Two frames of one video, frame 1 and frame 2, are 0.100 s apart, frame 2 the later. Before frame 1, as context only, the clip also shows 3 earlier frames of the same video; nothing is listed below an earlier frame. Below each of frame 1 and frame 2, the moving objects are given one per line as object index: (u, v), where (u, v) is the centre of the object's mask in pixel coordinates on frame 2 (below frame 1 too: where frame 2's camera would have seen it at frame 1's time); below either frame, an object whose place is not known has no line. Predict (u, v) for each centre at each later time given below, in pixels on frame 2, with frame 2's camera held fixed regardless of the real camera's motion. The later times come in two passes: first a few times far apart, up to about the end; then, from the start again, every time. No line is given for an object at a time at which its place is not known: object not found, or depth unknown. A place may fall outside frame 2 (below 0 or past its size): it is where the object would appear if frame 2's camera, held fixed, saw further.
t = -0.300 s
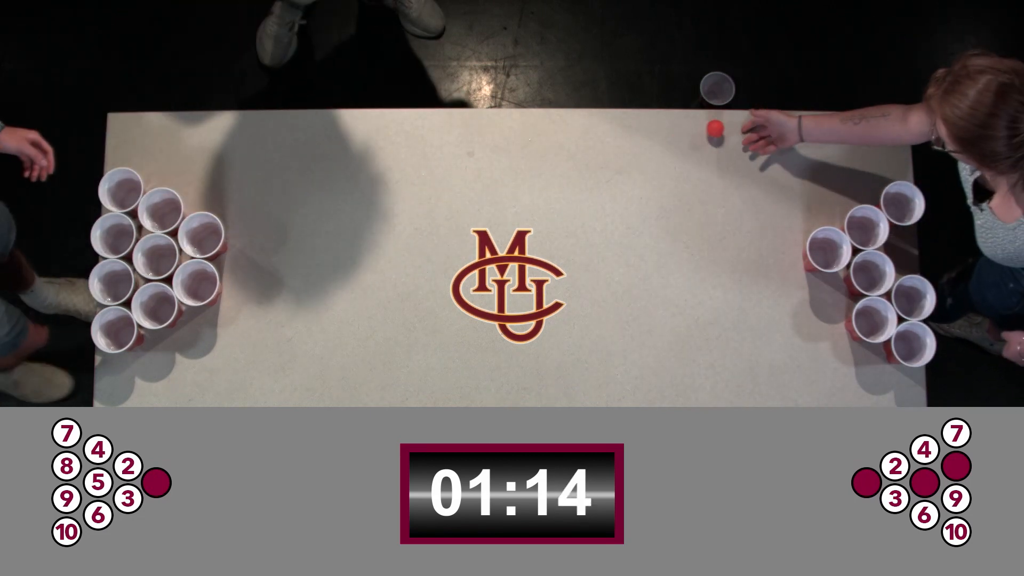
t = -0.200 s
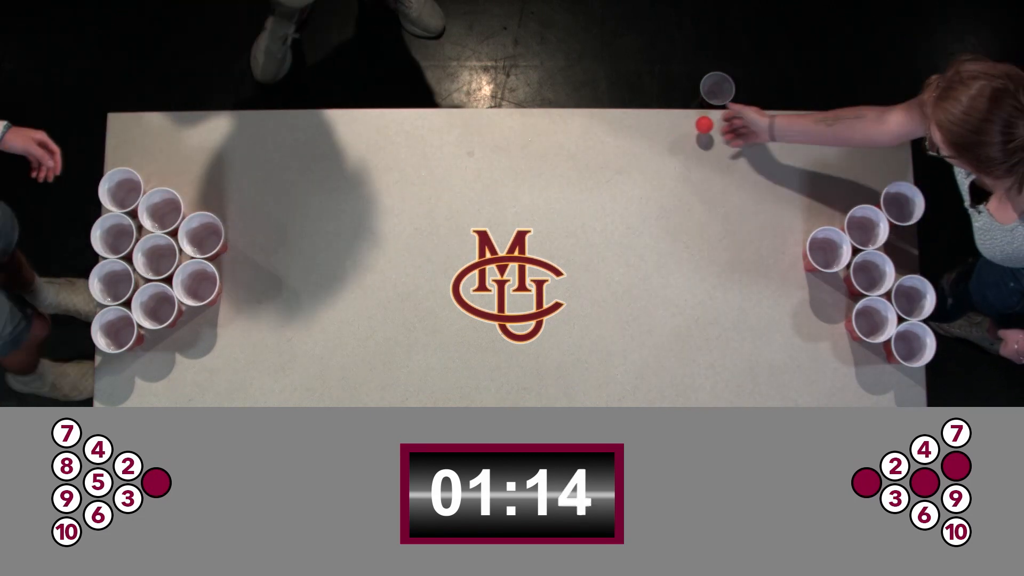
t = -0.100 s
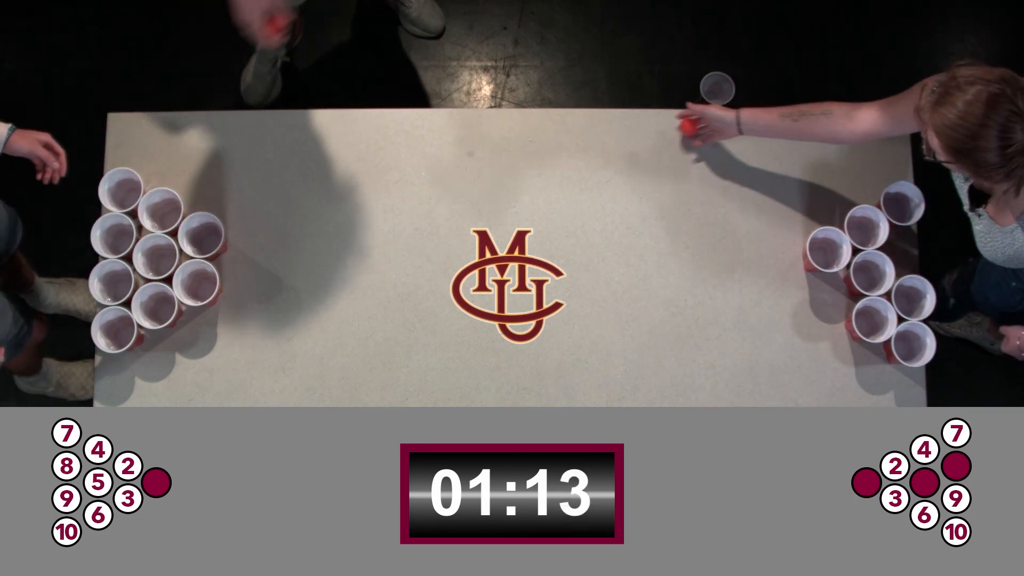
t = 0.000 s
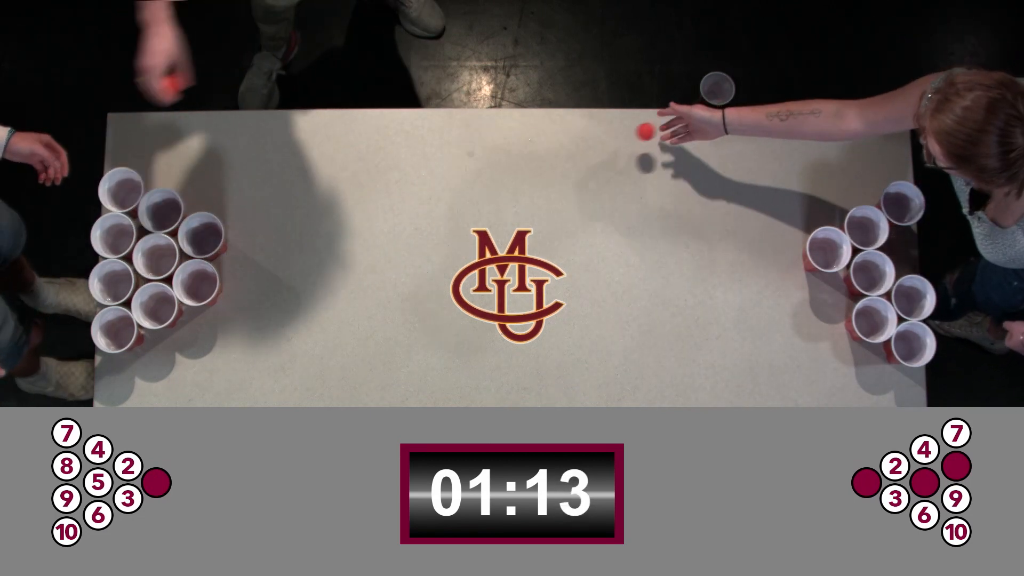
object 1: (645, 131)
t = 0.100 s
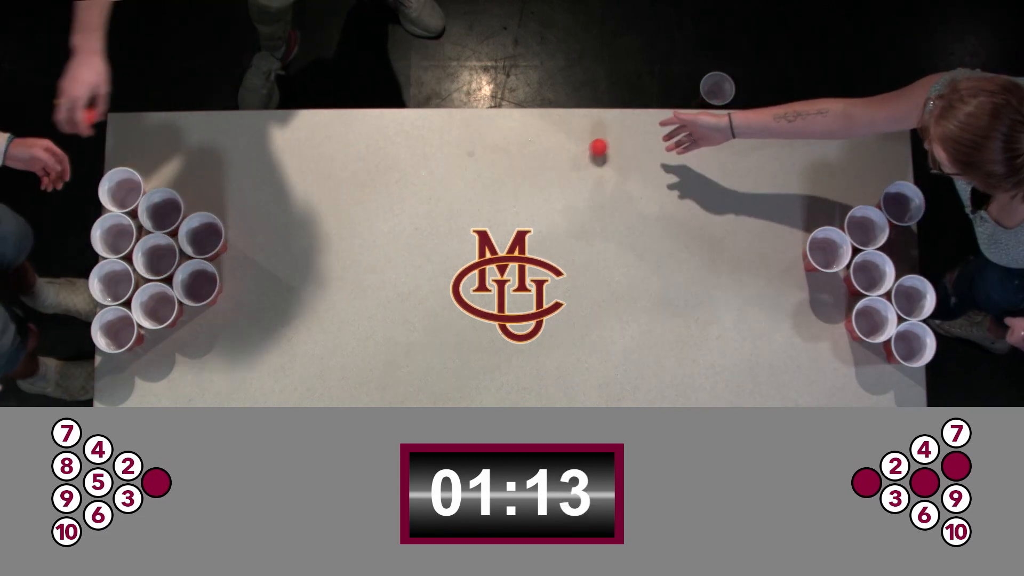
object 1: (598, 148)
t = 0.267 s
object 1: (553, 156)
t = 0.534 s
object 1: (482, 171)
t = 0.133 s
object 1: (590, 146)
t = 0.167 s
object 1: (582, 146)
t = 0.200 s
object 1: (572, 147)
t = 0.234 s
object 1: (563, 151)
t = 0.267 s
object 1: (553, 156)
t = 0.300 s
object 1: (544, 160)
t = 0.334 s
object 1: (536, 159)
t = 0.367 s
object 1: (527, 160)
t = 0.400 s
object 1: (516, 162)
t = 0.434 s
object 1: (507, 167)
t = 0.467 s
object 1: (498, 170)
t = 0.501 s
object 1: (490, 170)
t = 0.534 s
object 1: (482, 171)
